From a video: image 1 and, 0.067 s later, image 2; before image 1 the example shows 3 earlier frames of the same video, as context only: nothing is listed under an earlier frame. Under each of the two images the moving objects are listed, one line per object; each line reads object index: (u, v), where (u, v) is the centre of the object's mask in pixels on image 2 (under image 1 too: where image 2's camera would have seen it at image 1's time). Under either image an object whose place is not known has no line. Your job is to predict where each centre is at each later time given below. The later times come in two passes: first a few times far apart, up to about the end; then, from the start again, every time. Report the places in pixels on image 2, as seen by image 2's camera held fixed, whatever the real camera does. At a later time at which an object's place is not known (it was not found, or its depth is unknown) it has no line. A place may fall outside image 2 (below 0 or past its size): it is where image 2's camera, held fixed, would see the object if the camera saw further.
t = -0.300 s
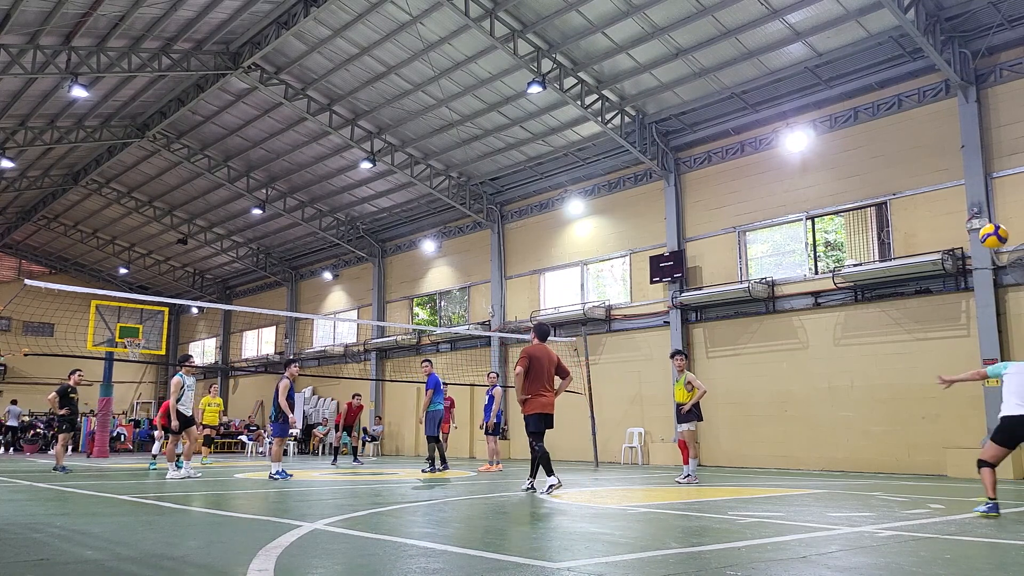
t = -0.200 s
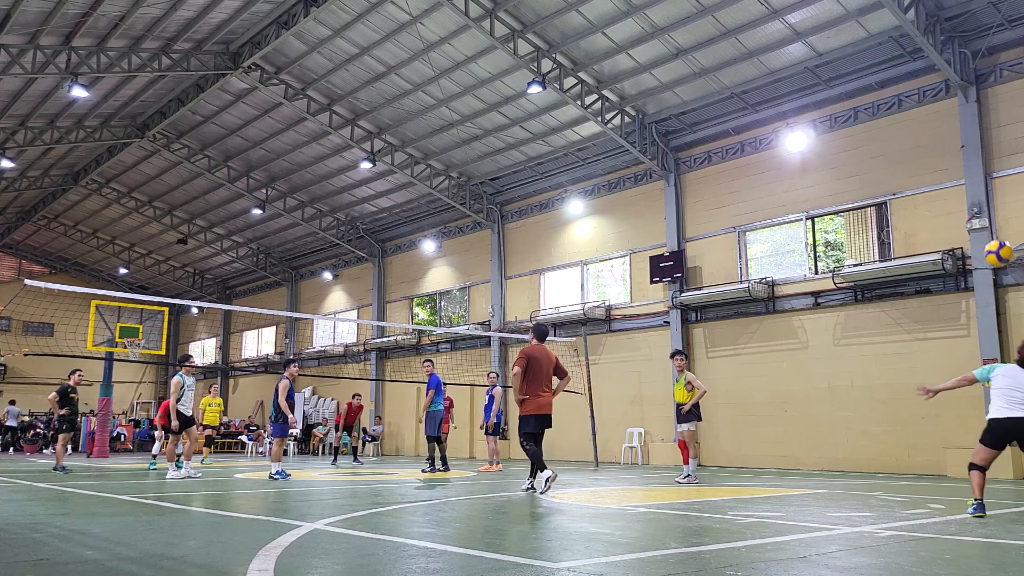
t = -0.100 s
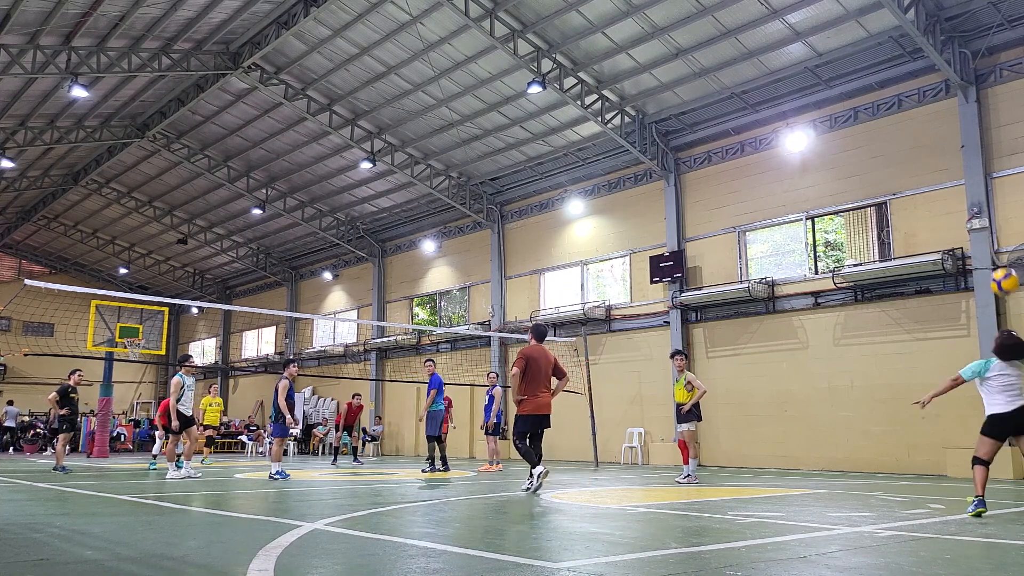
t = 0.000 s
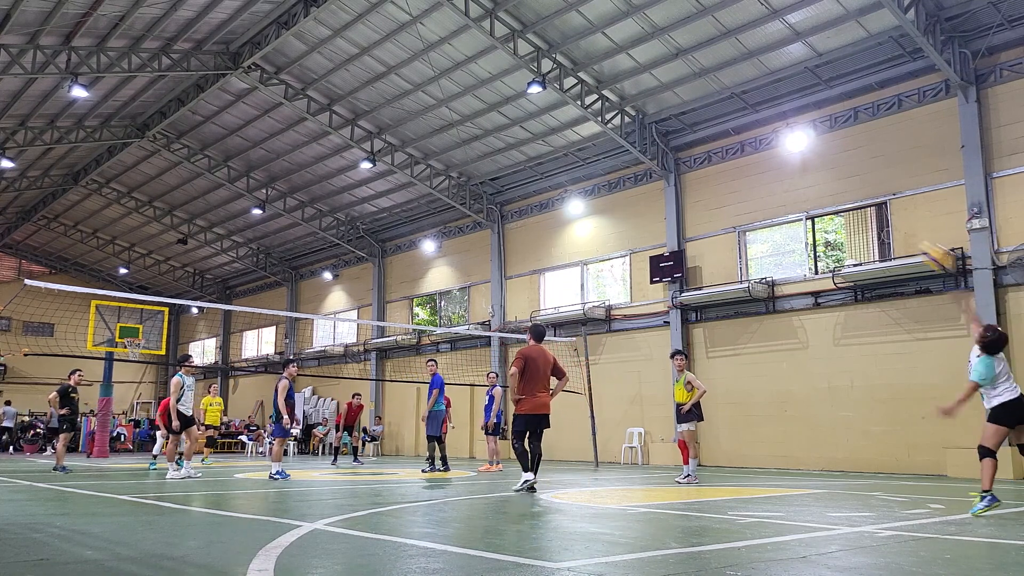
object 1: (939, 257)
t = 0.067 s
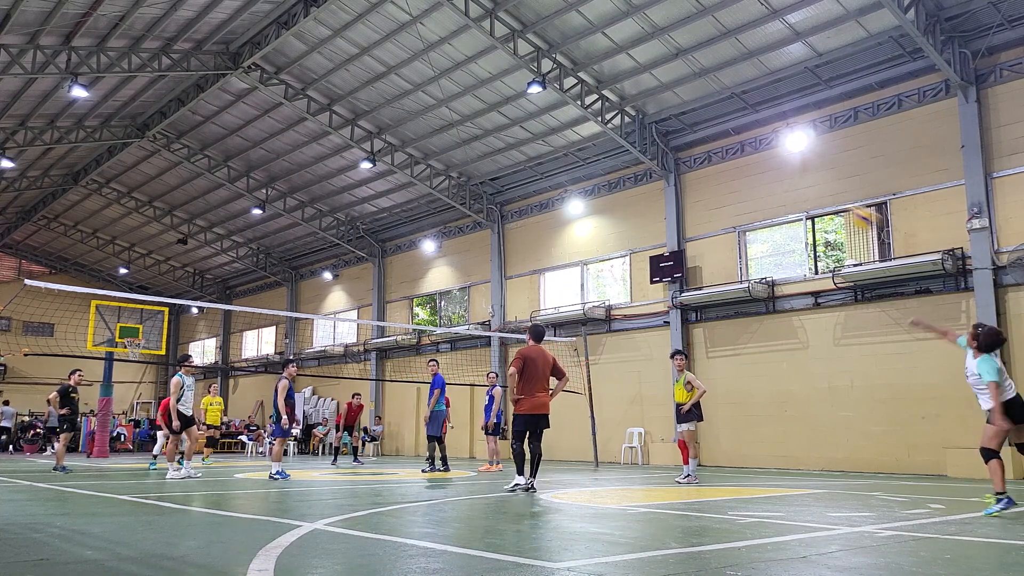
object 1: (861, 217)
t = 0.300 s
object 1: (684, 144)
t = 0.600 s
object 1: (545, 142)
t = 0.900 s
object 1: (458, 191)
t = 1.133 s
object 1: (407, 249)
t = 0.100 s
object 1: (831, 201)
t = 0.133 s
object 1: (801, 187)
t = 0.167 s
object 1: (774, 175)
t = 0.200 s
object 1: (749, 165)
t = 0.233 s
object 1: (725, 157)
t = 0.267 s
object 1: (704, 149)
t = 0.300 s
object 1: (684, 144)
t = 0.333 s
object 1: (665, 141)
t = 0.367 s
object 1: (647, 138)
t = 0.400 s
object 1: (630, 136)
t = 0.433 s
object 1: (614, 135)
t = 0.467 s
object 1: (598, 136)
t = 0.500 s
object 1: (584, 136)
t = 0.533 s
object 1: (571, 138)
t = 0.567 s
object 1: (558, 139)
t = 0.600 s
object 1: (545, 142)
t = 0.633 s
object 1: (533, 145)
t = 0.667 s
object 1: (522, 150)
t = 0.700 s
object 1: (511, 154)
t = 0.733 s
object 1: (501, 159)
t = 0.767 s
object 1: (492, 165)
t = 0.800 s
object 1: (482, 171)
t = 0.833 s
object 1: (474, 177)
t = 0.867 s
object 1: (465, 184)
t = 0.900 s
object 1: (458, 191)
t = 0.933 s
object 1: (449, 198)
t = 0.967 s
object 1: (441, 206)
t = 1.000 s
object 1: (434, 215)
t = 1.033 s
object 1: (427, 222)
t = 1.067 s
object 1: (420, 231)
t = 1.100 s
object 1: (414, 240)
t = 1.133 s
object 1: (407, 249)
